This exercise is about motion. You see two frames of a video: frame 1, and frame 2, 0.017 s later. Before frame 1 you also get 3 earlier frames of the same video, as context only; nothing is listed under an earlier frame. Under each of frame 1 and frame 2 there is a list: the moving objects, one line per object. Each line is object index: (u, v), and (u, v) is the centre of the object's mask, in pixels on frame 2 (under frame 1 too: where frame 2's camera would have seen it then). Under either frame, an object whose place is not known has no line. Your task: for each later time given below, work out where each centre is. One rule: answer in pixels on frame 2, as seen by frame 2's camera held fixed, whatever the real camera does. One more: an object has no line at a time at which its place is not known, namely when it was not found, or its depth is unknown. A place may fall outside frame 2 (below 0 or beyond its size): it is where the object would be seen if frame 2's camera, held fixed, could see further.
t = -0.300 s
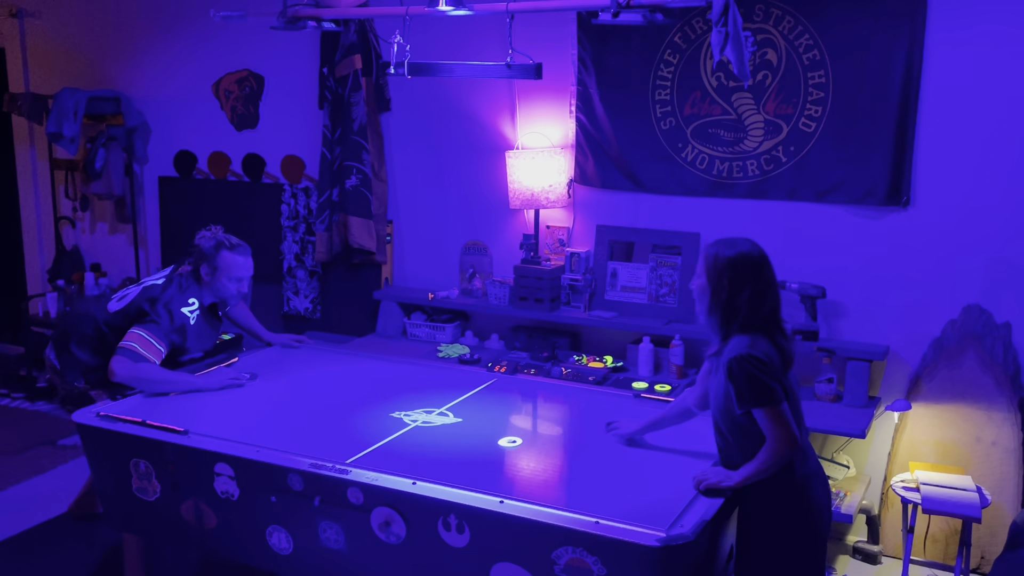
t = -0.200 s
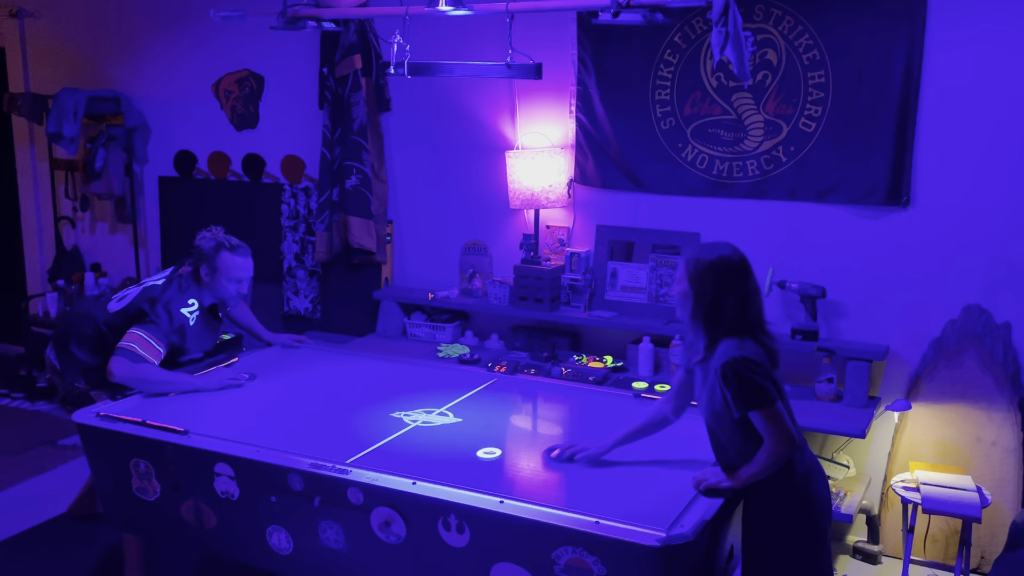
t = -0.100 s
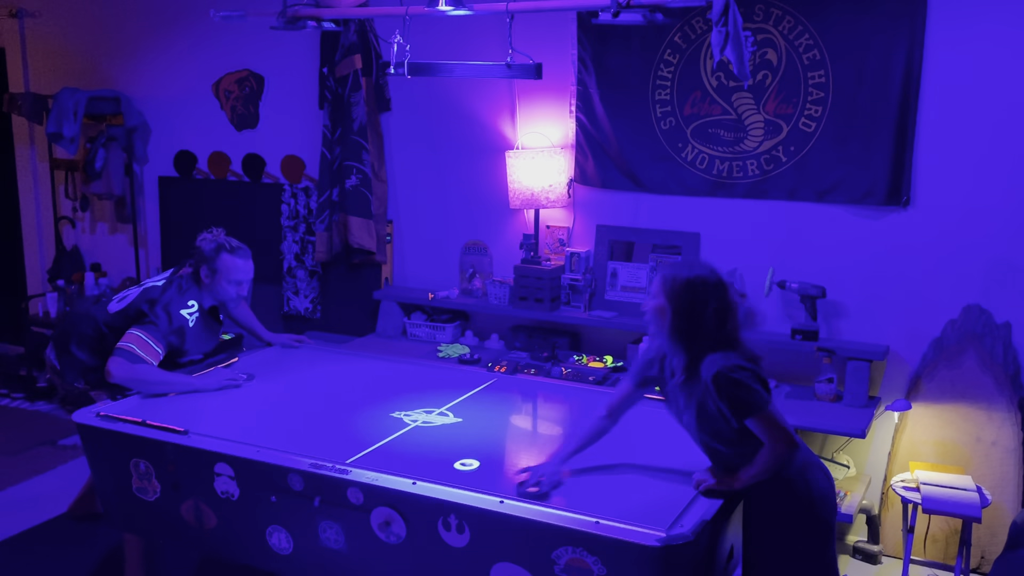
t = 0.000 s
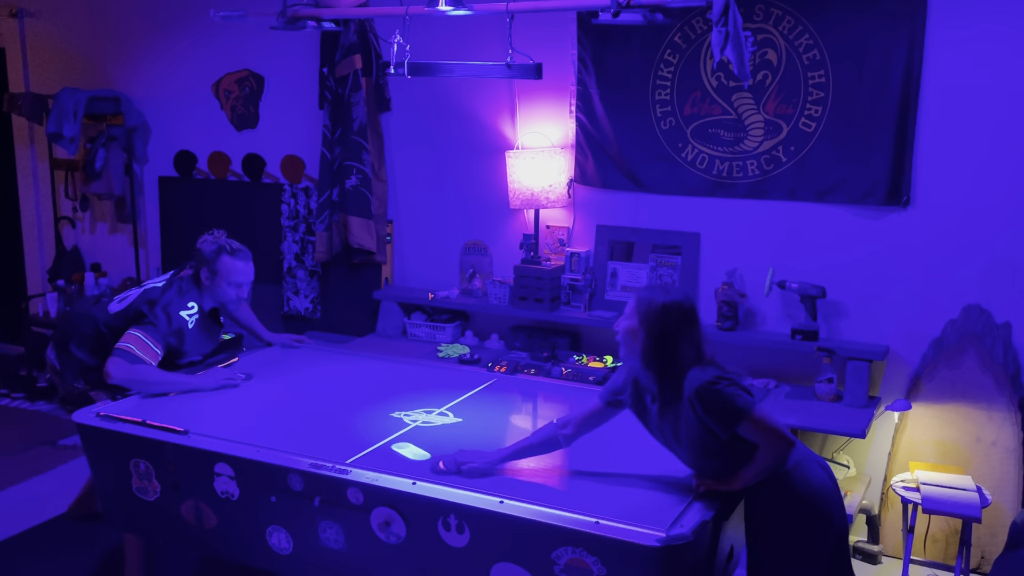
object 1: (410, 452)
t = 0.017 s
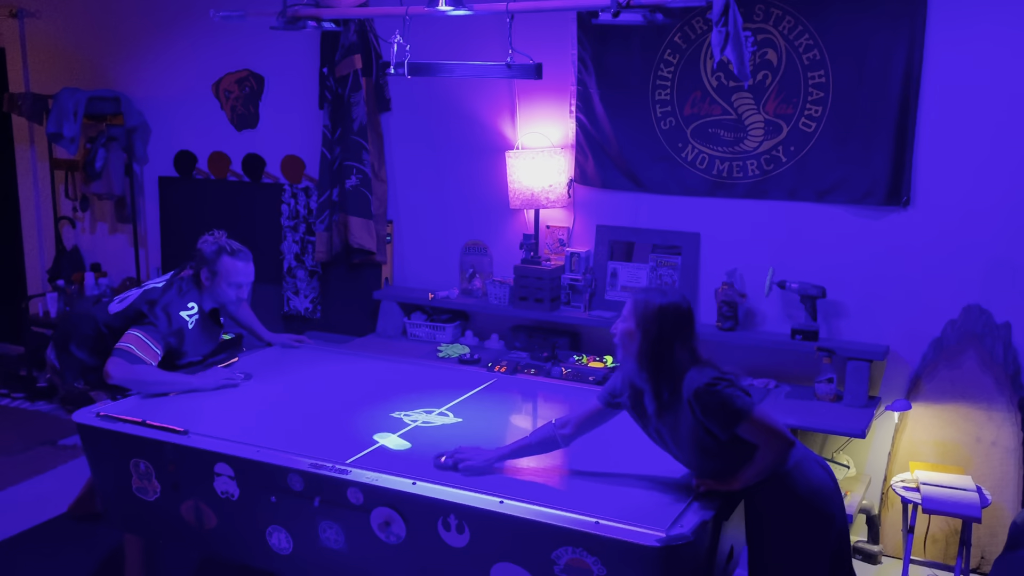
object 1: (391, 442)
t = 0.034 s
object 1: (373, 432)
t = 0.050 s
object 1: (357, 423)
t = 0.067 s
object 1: (341, 414)
